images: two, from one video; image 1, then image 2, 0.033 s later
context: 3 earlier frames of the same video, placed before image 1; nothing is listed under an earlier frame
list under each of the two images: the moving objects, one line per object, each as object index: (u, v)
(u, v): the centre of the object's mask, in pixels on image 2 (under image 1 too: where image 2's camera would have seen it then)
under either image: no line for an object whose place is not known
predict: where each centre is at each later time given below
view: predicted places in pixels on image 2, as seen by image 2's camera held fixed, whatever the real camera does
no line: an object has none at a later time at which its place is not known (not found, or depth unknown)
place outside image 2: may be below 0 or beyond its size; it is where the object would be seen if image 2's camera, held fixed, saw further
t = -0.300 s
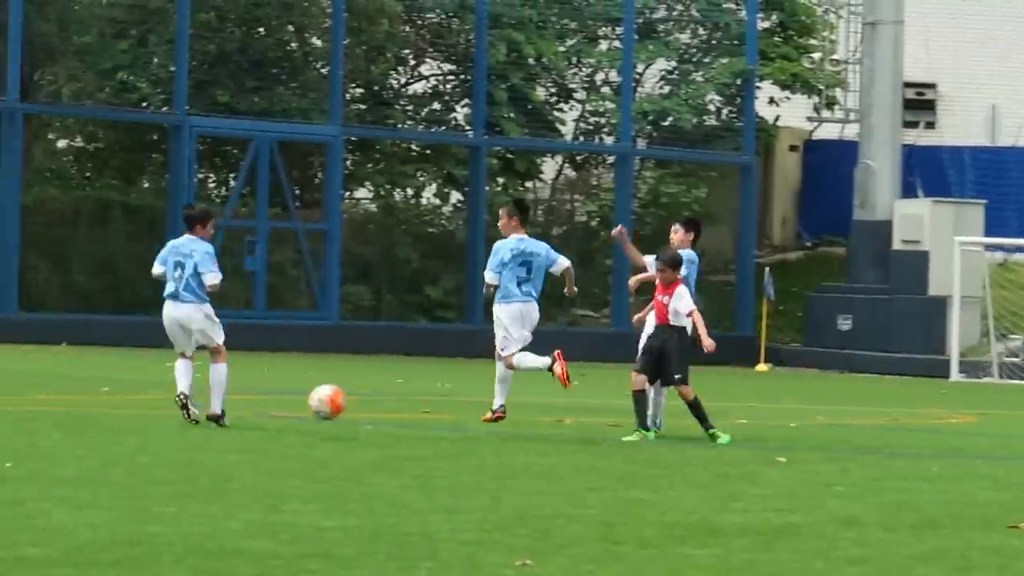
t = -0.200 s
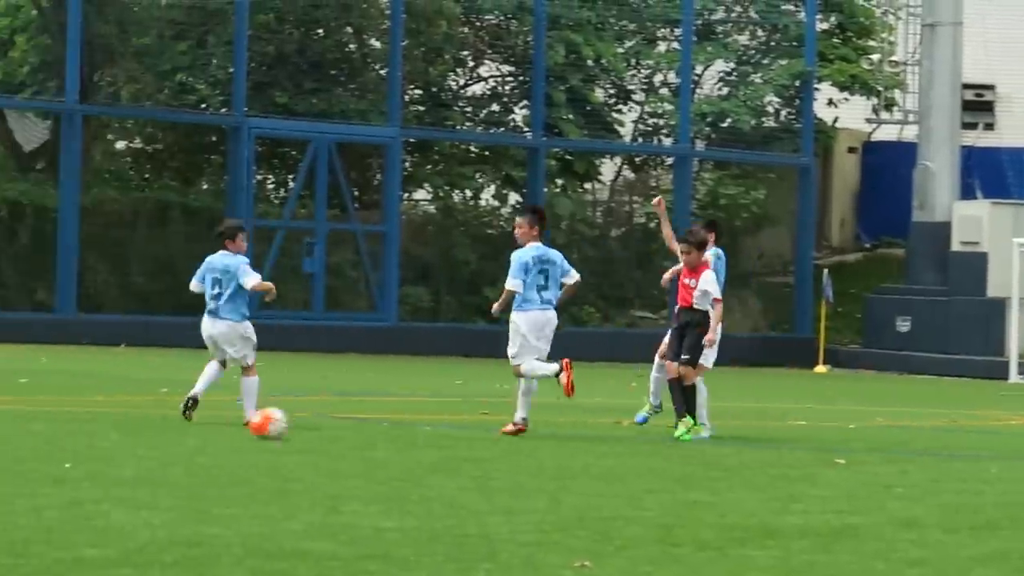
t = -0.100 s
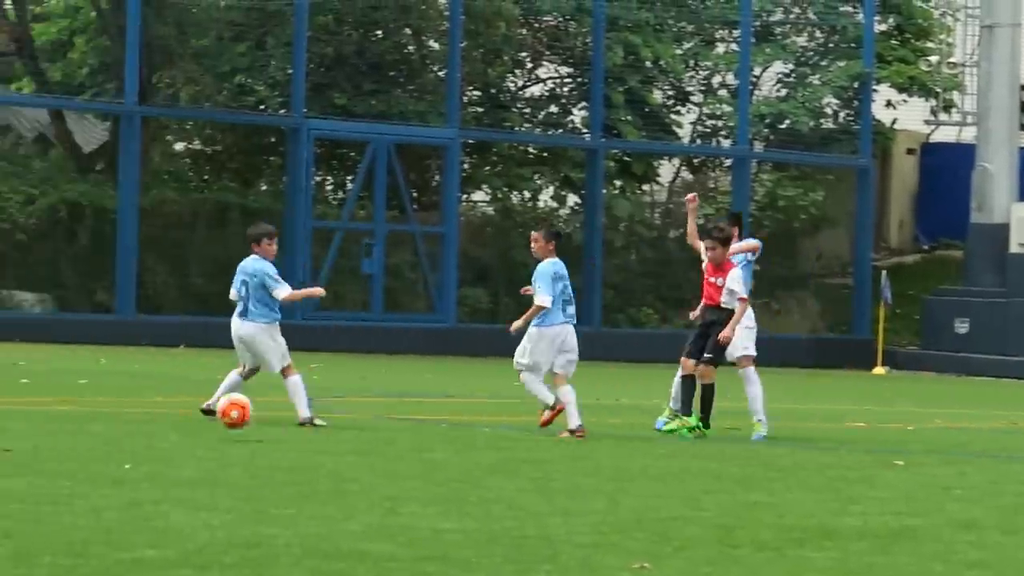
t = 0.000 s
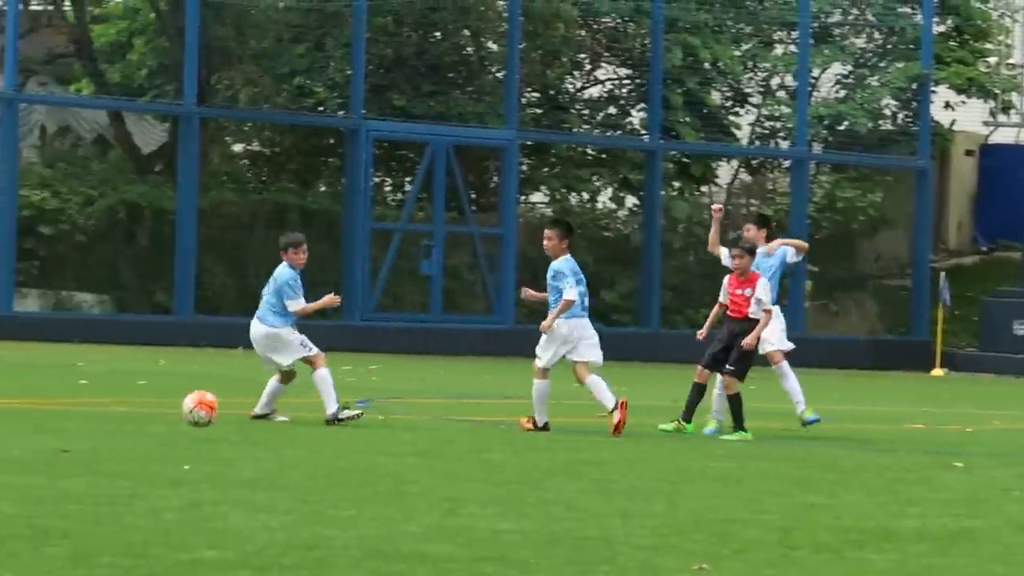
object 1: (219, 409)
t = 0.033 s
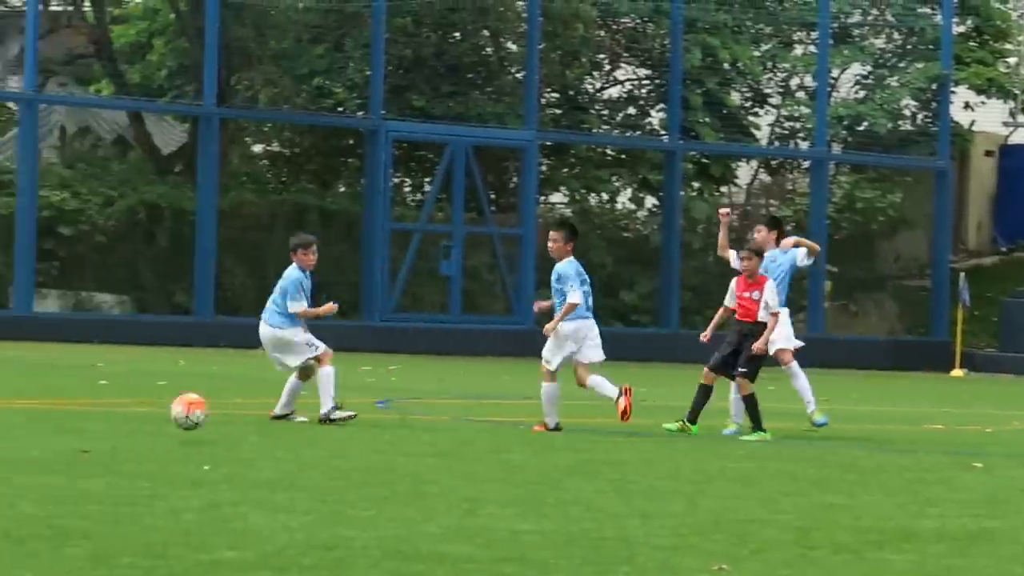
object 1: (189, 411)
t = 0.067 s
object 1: (158, 415)
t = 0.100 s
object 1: (126, 423)
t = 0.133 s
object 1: (95, 426)
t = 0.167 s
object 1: (71, 423)
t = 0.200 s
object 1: (46, 419)
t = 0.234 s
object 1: (21, 418)
